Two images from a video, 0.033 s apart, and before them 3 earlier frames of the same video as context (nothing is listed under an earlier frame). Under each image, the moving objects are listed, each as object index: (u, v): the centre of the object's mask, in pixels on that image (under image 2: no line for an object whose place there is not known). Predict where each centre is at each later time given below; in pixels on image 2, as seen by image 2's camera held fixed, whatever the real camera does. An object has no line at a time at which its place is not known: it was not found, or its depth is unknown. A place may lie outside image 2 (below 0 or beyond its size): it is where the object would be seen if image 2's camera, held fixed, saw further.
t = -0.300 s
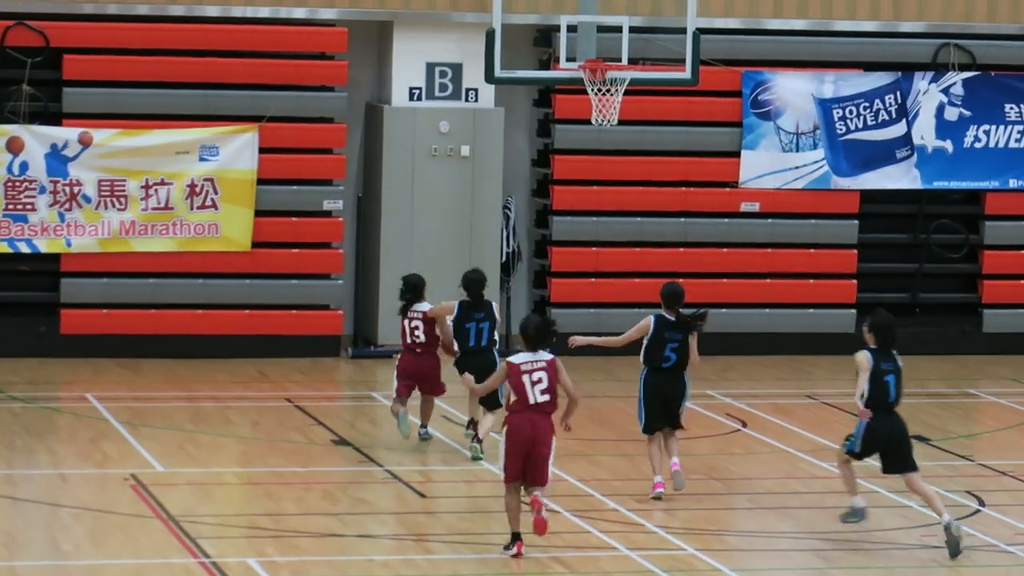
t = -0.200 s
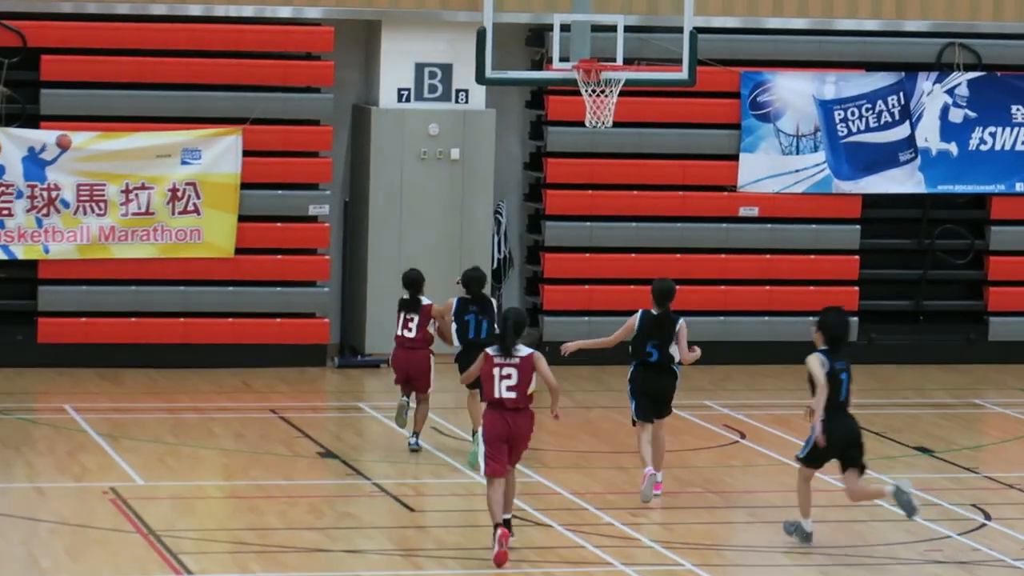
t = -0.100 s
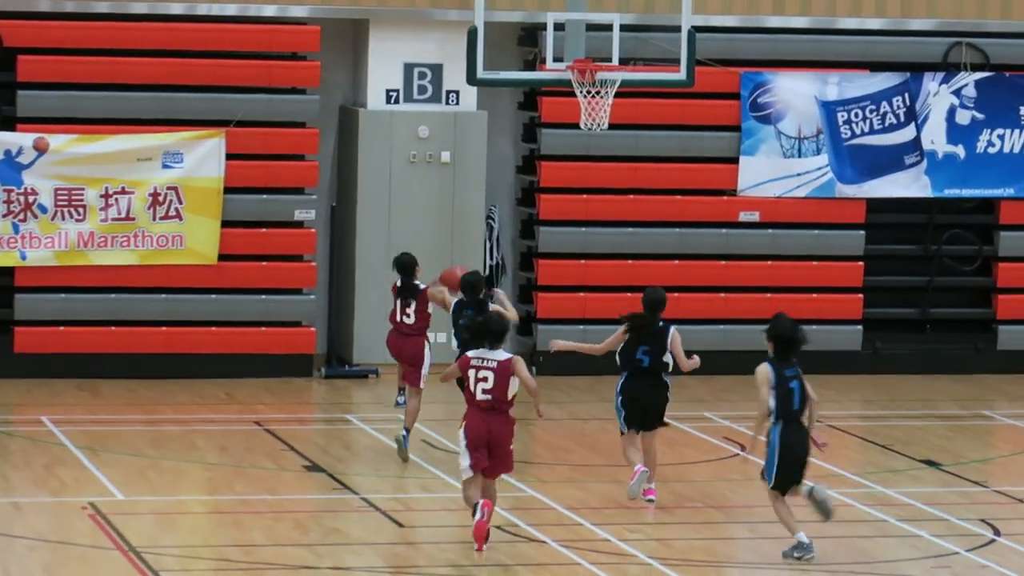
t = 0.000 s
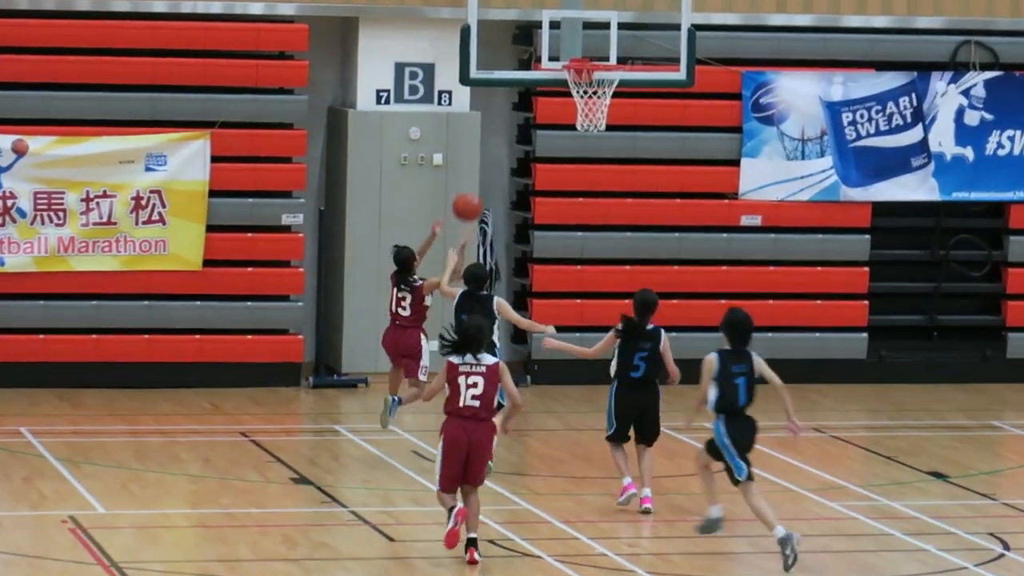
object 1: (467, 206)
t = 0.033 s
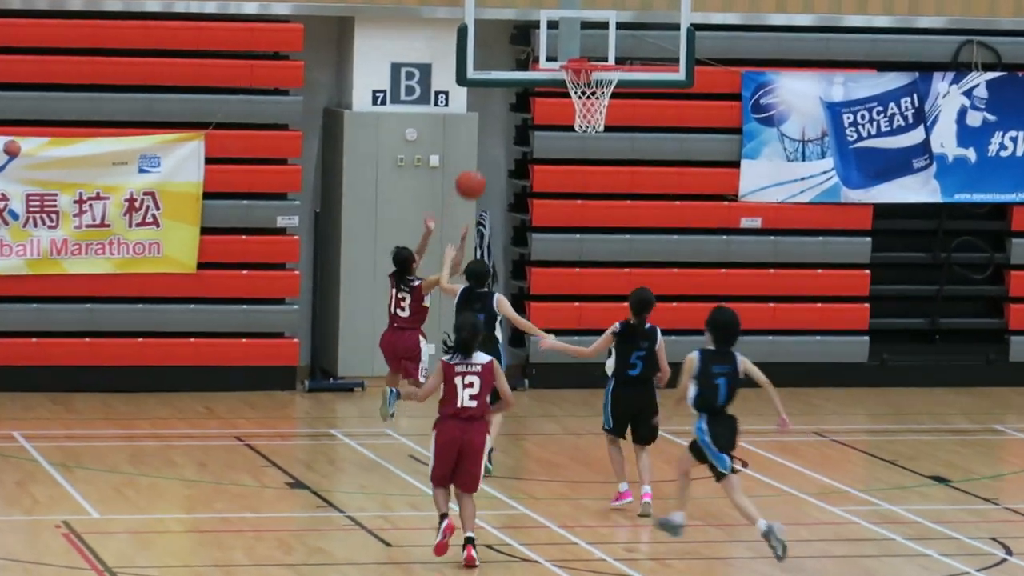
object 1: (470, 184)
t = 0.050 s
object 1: (473, 173)
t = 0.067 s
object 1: (477, 161)
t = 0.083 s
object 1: (479, 150)
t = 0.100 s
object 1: (482, 140)
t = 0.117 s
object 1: (485, 130)
